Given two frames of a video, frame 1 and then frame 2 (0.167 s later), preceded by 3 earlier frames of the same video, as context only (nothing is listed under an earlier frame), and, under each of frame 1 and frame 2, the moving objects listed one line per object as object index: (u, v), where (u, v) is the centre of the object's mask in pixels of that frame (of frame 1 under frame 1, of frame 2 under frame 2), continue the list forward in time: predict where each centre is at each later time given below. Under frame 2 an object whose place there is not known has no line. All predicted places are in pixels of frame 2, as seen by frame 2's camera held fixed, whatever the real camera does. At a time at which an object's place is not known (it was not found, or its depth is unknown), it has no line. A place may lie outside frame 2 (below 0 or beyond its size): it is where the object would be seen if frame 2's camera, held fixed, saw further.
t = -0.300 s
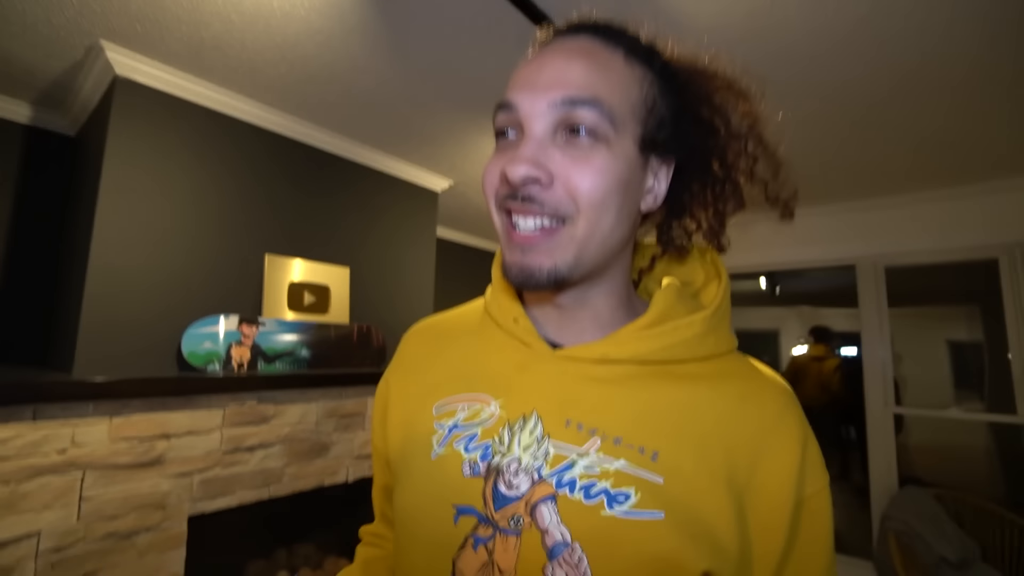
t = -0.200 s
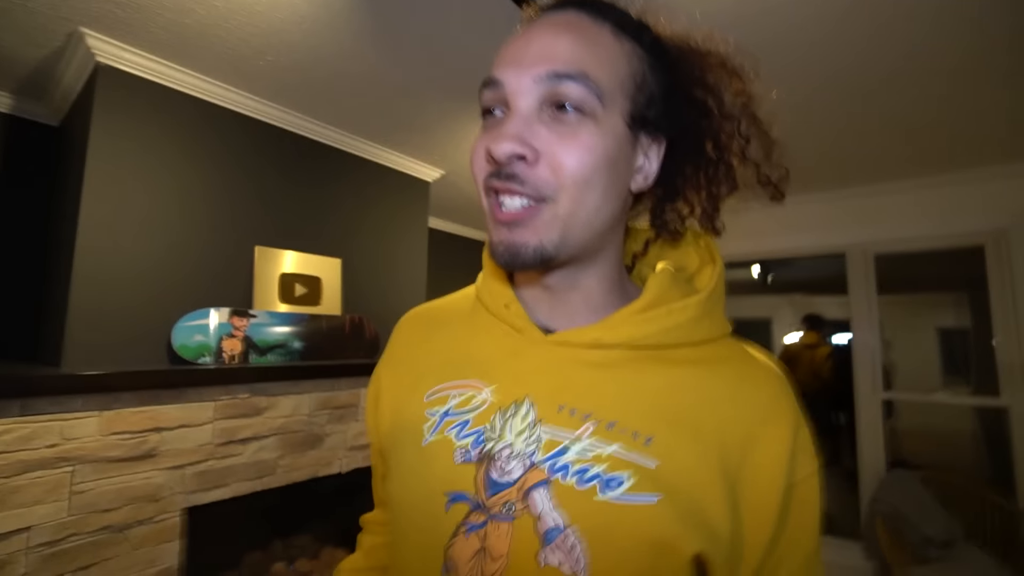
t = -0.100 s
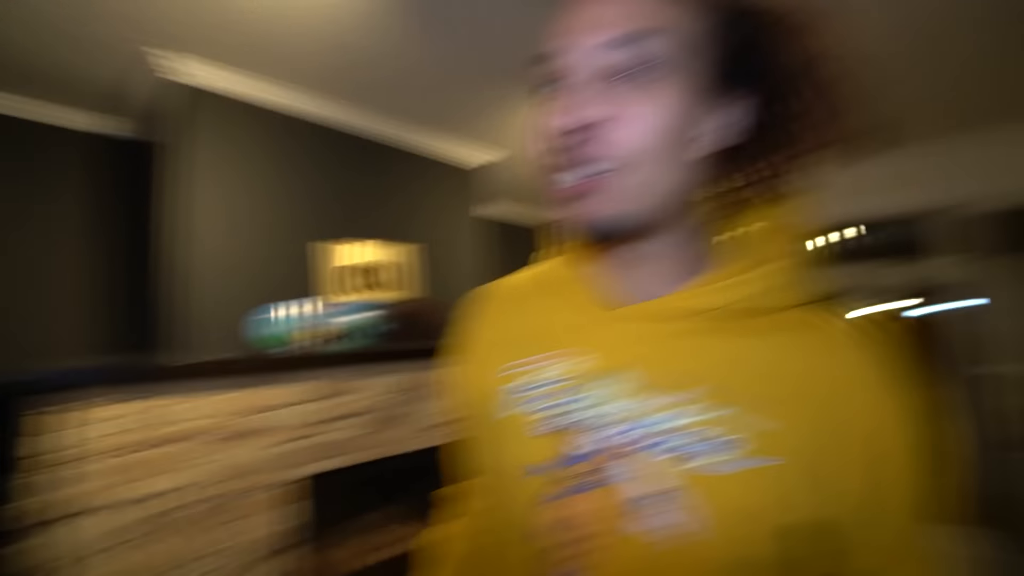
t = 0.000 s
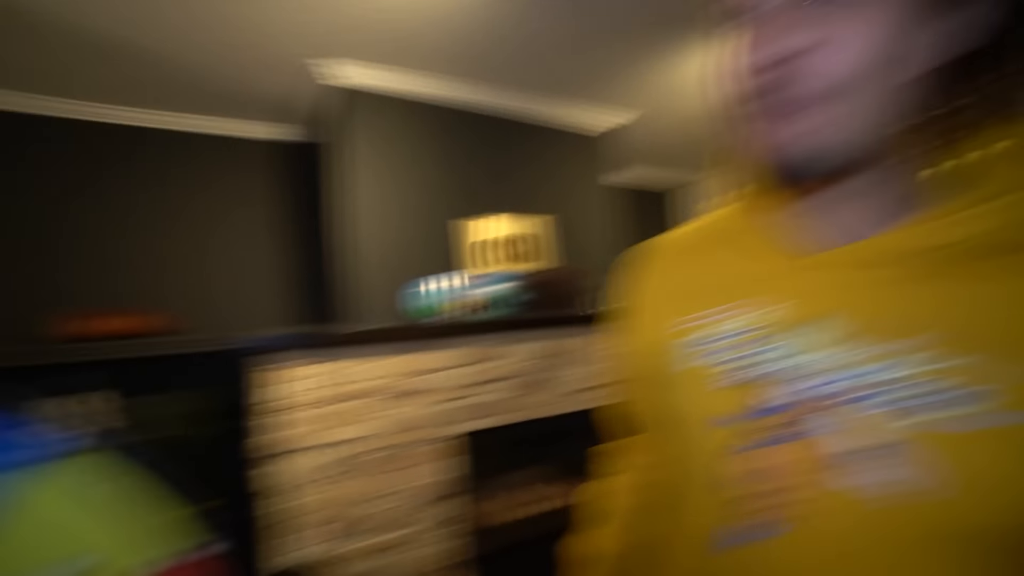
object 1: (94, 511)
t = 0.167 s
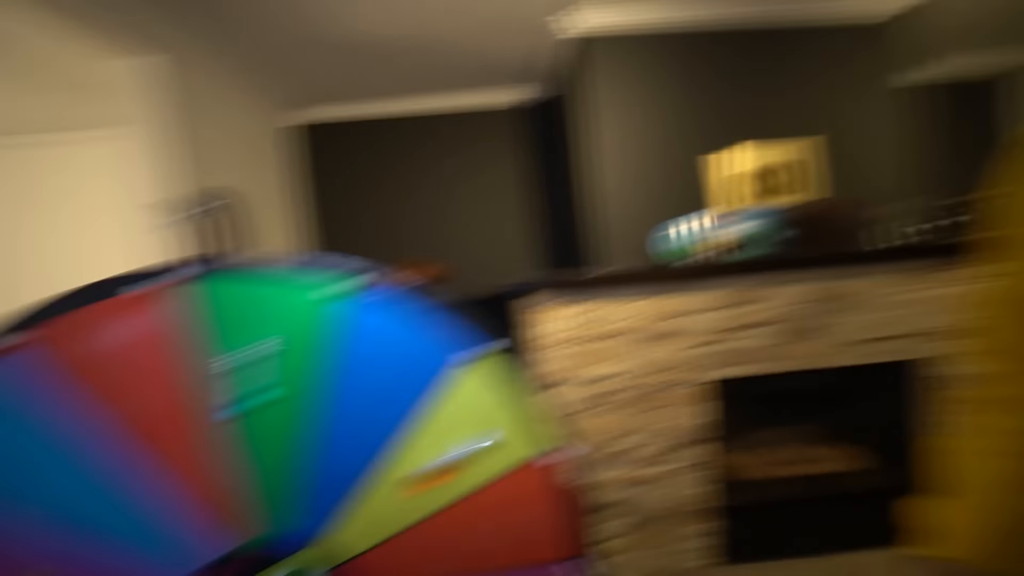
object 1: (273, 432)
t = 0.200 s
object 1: (256, 448)
